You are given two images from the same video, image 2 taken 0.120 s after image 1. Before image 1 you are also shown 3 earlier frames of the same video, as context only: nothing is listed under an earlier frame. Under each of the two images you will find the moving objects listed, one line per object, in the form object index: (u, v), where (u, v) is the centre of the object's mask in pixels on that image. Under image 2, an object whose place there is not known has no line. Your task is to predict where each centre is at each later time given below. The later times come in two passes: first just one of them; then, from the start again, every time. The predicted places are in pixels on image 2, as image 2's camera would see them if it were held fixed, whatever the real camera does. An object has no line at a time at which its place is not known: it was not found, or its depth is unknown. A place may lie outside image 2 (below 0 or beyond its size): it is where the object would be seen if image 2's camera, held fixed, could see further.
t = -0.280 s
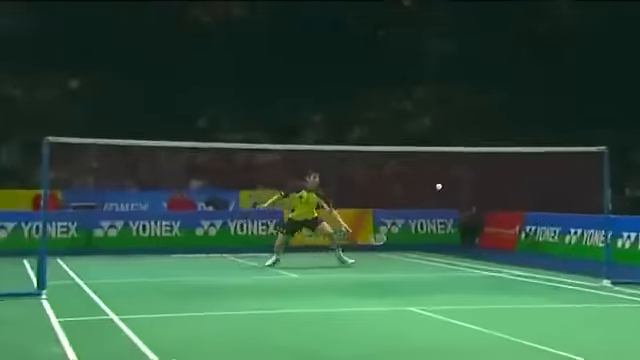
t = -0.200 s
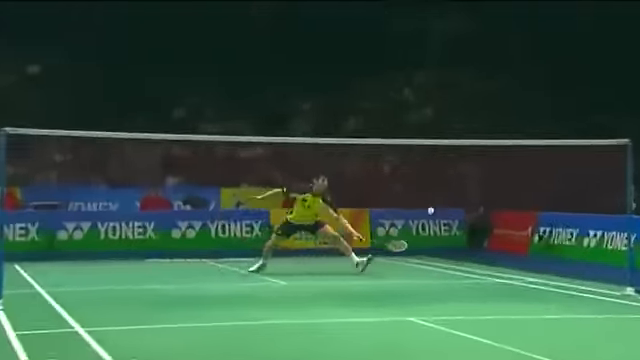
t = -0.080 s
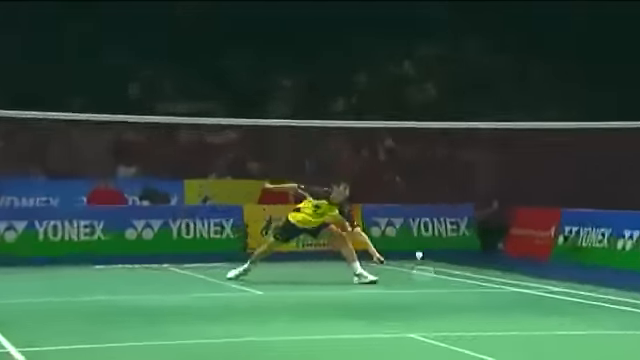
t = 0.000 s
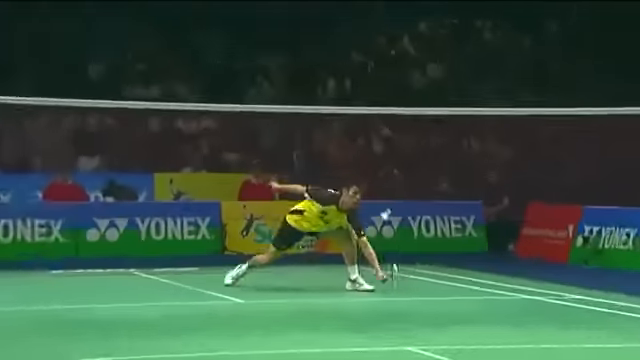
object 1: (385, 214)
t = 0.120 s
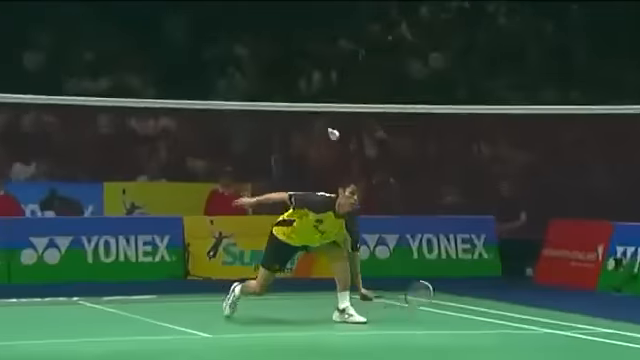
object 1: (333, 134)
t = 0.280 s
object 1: (271, 51)
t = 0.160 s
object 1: (316, 112)
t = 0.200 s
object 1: (300, 88)
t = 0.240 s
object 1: (286, 68)
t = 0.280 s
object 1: (271, 51)
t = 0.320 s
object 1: (257, 37)
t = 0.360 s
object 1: (242, 25)
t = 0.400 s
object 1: (228, 17)
